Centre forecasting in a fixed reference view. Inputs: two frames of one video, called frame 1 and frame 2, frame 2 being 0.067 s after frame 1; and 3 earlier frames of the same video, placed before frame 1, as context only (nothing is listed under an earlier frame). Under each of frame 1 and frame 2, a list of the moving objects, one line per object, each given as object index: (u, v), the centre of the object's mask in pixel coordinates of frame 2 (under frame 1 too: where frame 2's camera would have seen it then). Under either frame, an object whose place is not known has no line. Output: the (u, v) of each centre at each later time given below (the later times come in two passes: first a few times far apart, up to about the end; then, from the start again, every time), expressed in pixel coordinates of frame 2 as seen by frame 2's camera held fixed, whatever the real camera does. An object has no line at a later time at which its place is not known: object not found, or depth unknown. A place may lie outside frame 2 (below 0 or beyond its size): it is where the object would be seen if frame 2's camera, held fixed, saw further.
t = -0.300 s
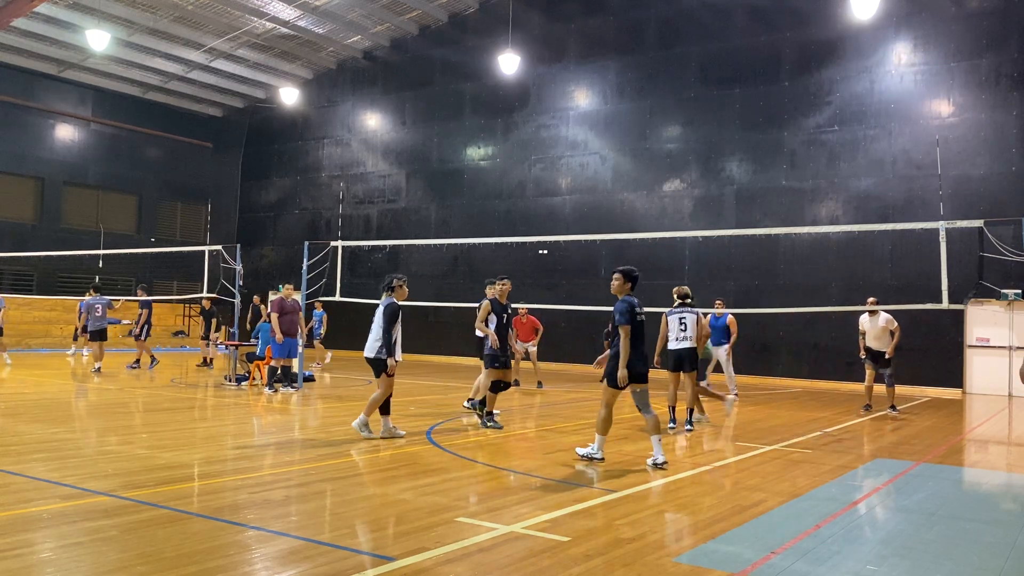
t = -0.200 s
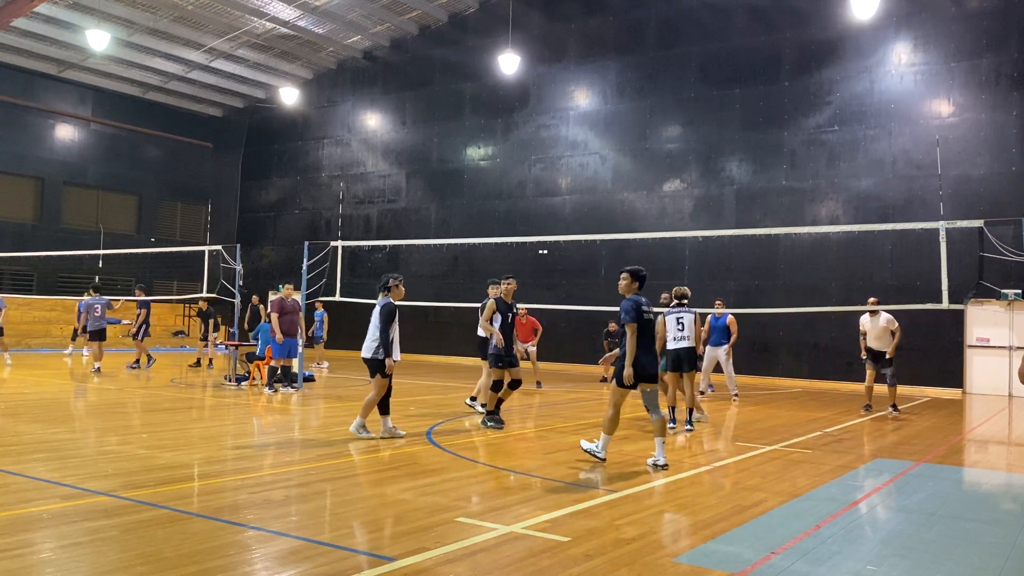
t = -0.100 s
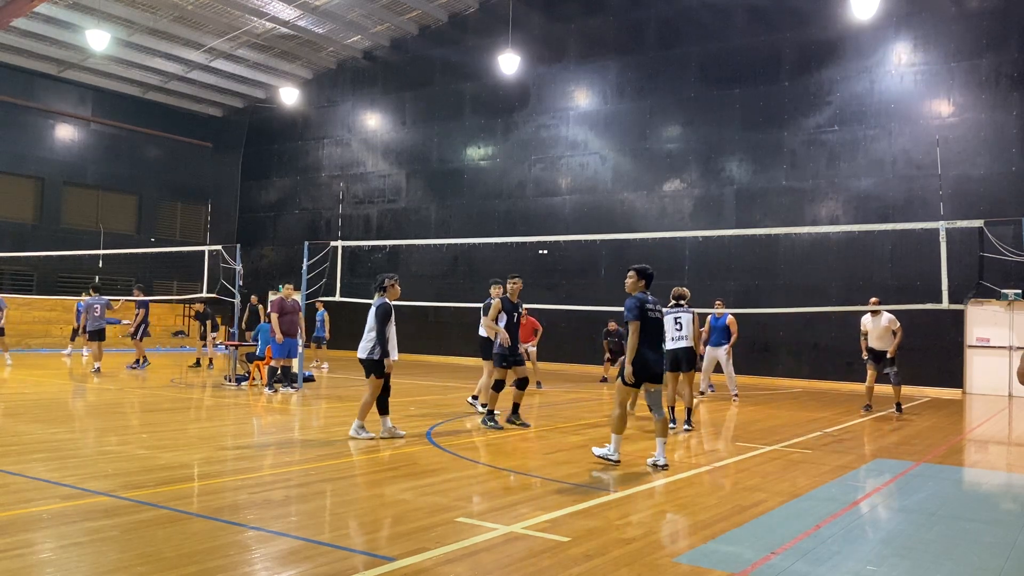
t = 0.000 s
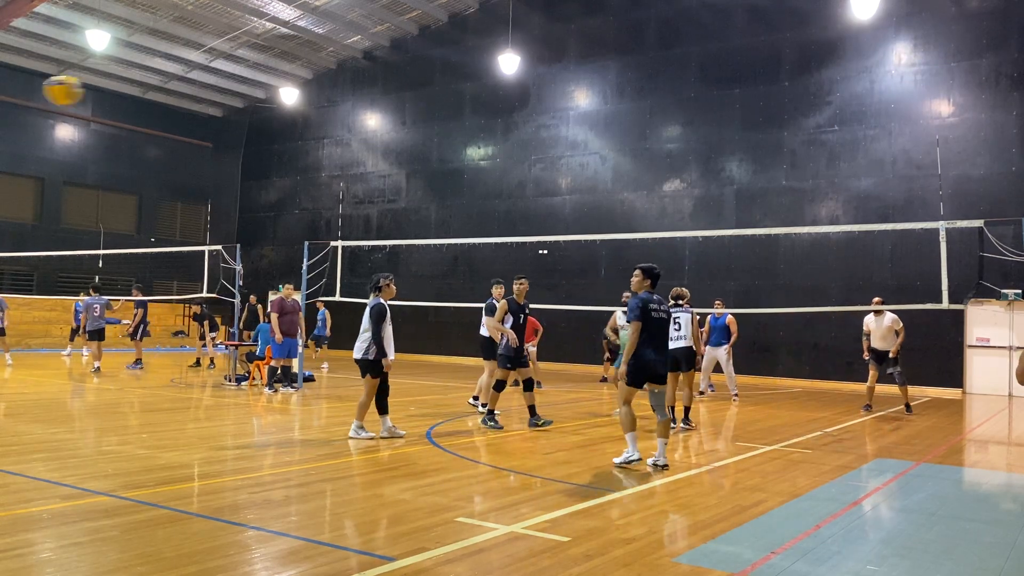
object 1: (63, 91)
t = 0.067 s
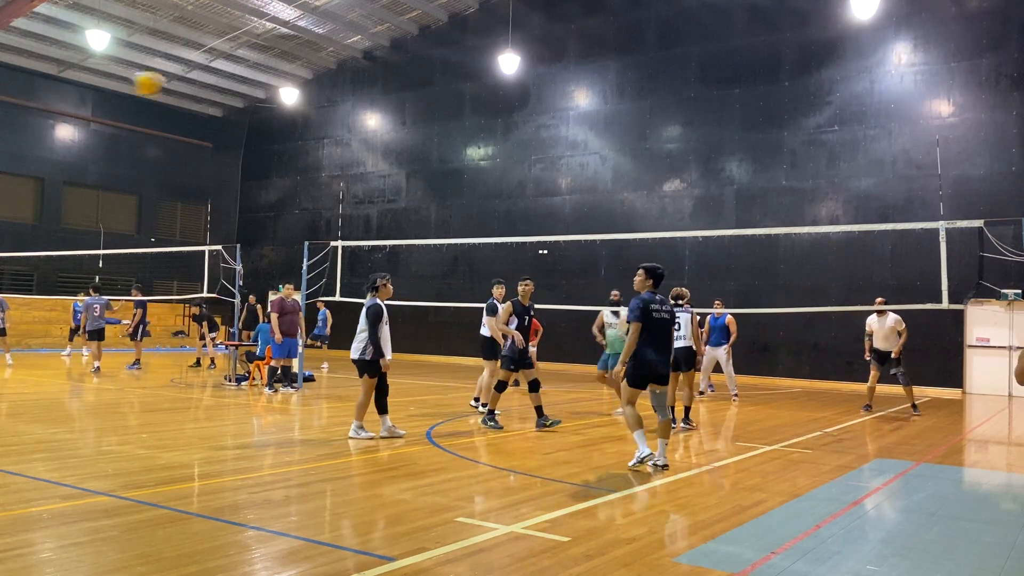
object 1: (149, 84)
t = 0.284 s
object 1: (328, 99)
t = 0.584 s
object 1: (455, 165)
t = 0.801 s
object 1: (502, 225)
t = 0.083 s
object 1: (167, 84)
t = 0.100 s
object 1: (184, 84)
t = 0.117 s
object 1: (200, 83)
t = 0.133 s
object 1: (216, 84)
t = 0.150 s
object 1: (231, 85)
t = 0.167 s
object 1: (245, 87)
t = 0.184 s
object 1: (258, 87)
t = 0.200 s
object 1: (270, 89)
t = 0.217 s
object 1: (282, 89)
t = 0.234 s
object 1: (299, 92)
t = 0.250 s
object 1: (308, 94)
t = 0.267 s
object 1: (318, 97)
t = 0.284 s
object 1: (328, 99)
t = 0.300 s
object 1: (338, 102)
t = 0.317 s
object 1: (348, 104)
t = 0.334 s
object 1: (357, 107)
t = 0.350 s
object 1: (365, 110)
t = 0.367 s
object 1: (375, 114)
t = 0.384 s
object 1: (383, 118)
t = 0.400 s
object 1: (390, 121)
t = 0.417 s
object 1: (397, 125)
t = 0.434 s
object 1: (404, 128)
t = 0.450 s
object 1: (411, 132)
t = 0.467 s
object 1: (417, 136)
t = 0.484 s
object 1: (424, 140)
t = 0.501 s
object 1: (429, 144)
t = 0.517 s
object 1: (435, 148)
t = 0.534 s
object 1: (440, 152)
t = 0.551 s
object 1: (446, 156)
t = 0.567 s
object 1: (450, 160)
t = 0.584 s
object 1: (455, 165)
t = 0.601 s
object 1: (459, 169)
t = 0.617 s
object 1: (464, 173)
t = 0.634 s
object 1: (468, 178)
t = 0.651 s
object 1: (472, 182)
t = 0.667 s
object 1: (476, 187)
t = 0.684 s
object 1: (480, 191)
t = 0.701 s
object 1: (483, 196)
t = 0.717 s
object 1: (487, 201)
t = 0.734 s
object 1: (490, 206)
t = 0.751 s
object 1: (494, 210)
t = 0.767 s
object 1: (497, 215)
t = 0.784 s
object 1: (500, 220)
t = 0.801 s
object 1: (502, 225)
